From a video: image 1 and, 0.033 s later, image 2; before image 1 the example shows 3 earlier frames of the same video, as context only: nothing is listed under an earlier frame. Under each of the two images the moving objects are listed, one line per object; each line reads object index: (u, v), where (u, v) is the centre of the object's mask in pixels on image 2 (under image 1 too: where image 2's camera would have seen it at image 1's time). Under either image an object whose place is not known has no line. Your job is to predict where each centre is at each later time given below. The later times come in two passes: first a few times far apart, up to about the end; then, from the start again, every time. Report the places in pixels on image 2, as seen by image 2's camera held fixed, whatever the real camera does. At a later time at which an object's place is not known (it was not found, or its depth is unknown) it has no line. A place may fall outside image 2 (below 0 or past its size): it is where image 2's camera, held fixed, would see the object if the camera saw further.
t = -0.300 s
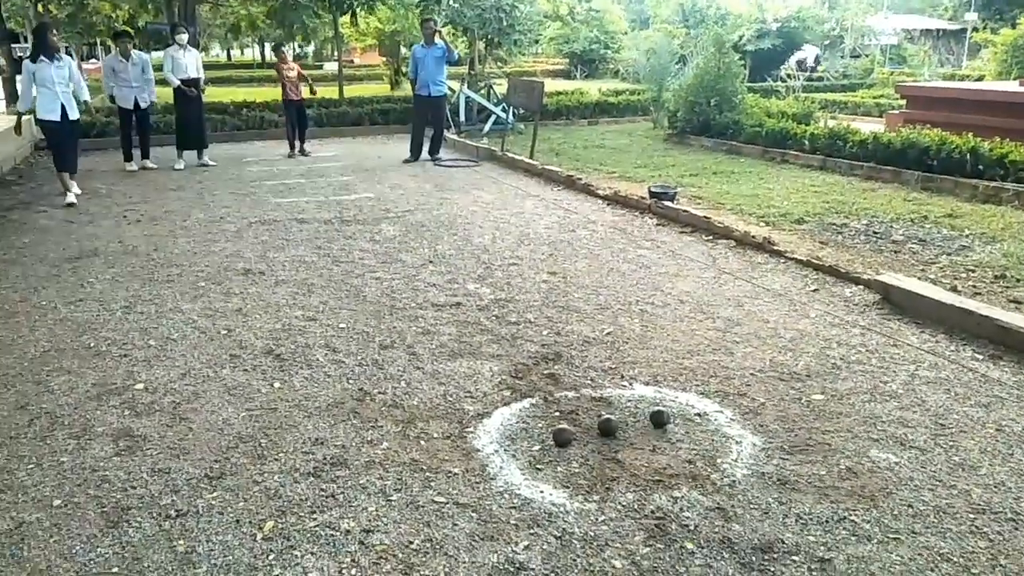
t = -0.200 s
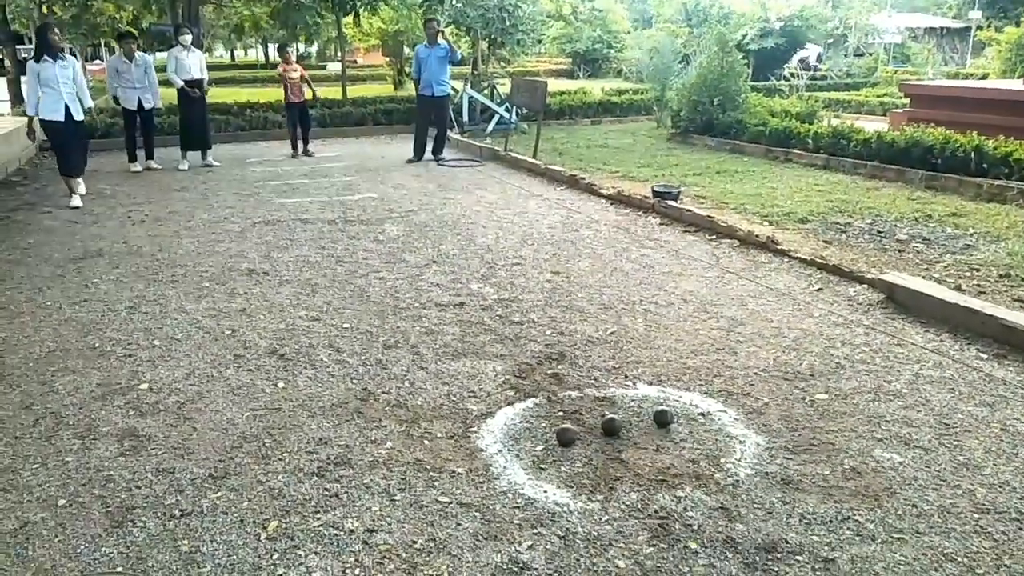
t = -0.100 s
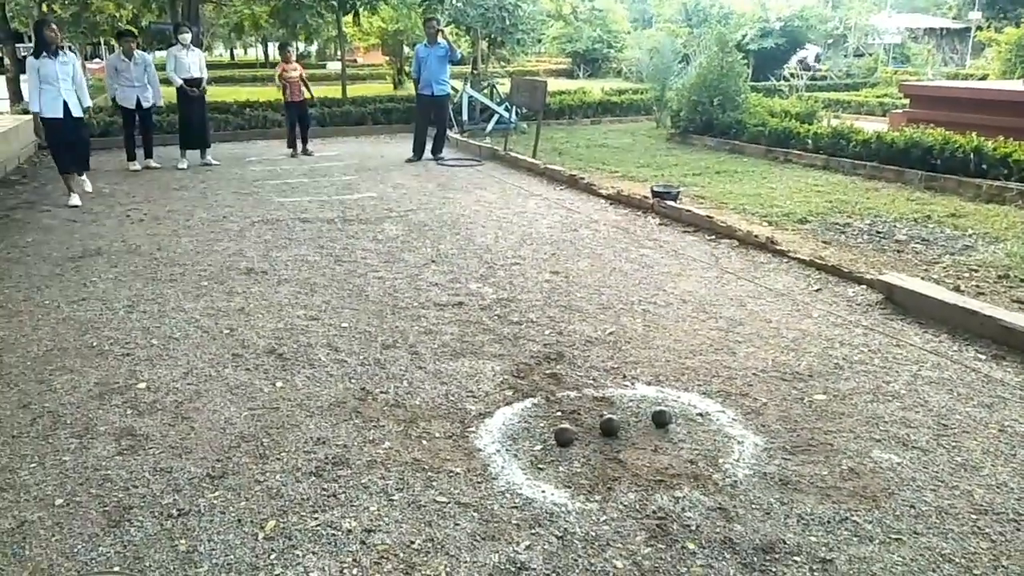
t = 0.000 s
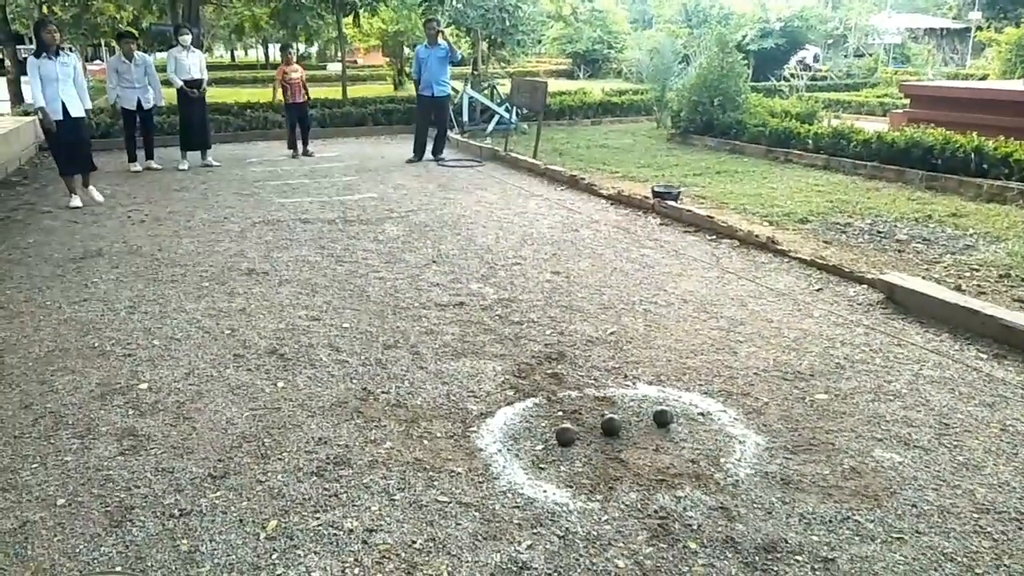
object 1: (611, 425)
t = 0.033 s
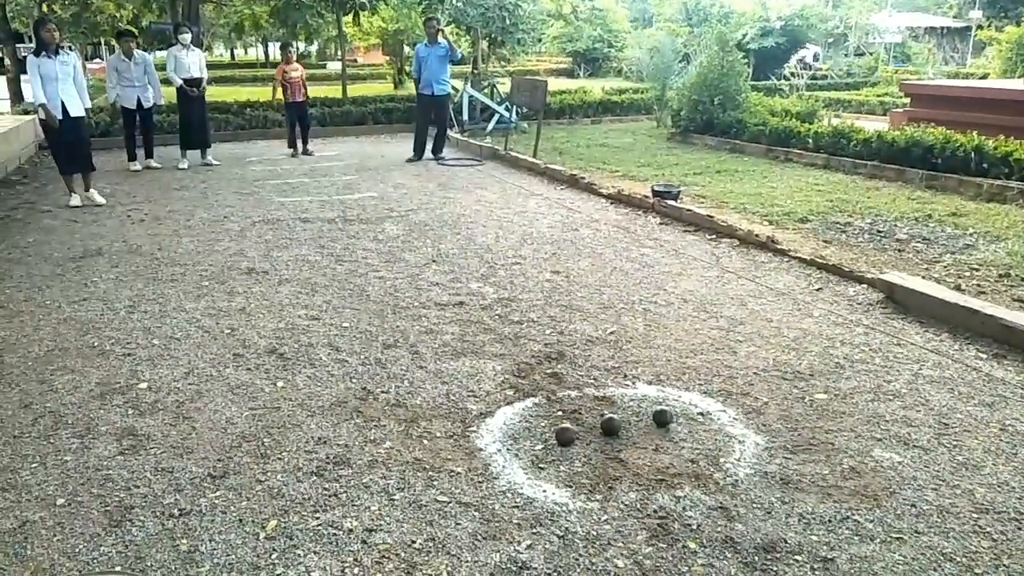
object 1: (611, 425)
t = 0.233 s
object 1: (611, 425)
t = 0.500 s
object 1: (607, 442)
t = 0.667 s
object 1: (586, 560)
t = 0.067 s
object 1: (611, 425)
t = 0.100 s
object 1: (611, 425)
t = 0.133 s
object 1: (611, 425)
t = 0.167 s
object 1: (610, 425)
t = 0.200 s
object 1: (610, 425)
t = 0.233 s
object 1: (611, 425)
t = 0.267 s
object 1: (611, 425)
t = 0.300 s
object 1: (611, 425)
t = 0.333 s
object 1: (611, 425)
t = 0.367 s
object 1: (611, 425)
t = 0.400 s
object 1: (611, 425)
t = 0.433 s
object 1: (611, 425)
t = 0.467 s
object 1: (611, 425)
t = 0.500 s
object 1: (607, 442)
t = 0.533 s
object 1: (604, 464)
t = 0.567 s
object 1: (599, 491)
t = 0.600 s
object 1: (595, 510)
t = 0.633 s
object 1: (590, 530)
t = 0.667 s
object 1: (586, 560)
